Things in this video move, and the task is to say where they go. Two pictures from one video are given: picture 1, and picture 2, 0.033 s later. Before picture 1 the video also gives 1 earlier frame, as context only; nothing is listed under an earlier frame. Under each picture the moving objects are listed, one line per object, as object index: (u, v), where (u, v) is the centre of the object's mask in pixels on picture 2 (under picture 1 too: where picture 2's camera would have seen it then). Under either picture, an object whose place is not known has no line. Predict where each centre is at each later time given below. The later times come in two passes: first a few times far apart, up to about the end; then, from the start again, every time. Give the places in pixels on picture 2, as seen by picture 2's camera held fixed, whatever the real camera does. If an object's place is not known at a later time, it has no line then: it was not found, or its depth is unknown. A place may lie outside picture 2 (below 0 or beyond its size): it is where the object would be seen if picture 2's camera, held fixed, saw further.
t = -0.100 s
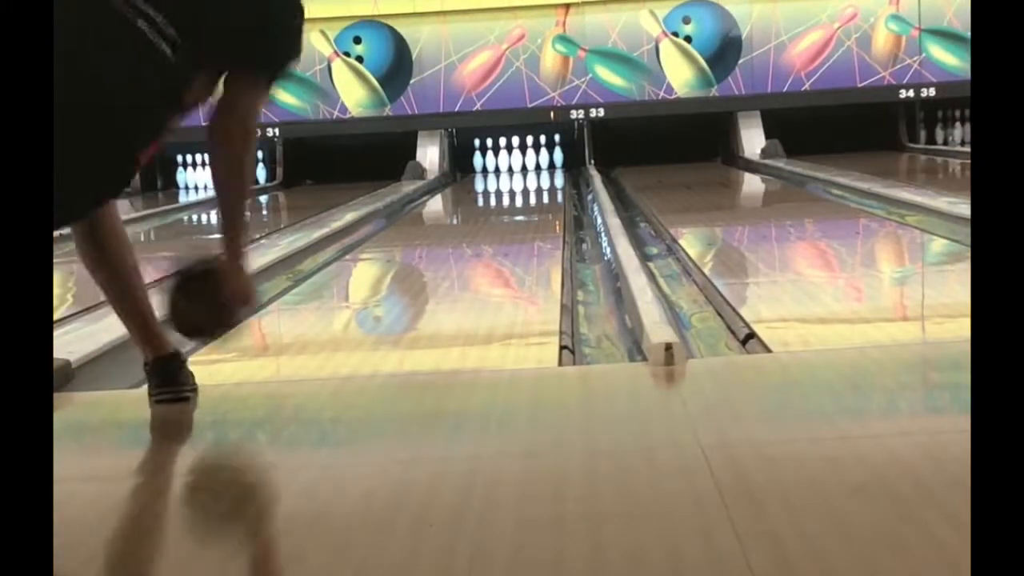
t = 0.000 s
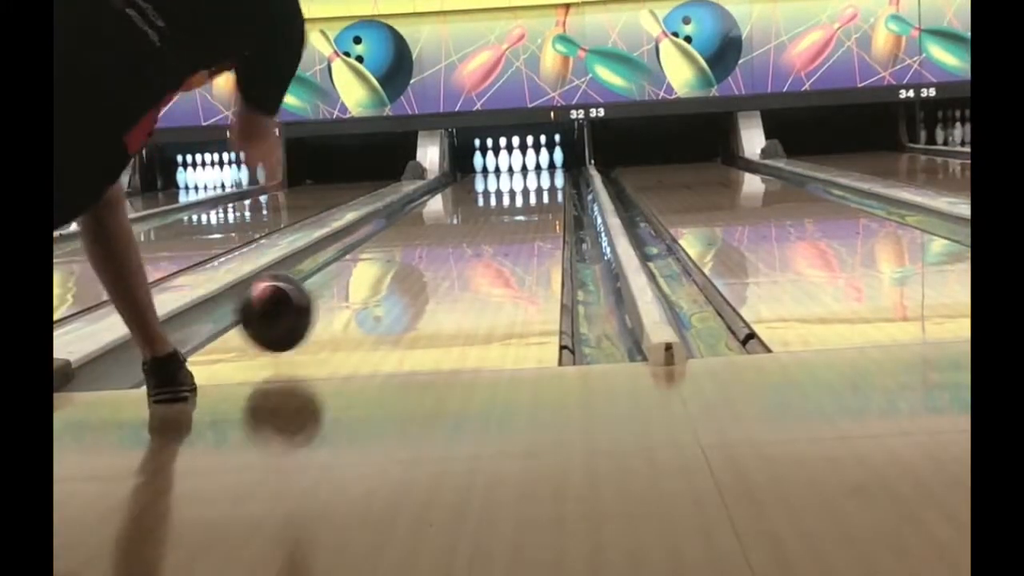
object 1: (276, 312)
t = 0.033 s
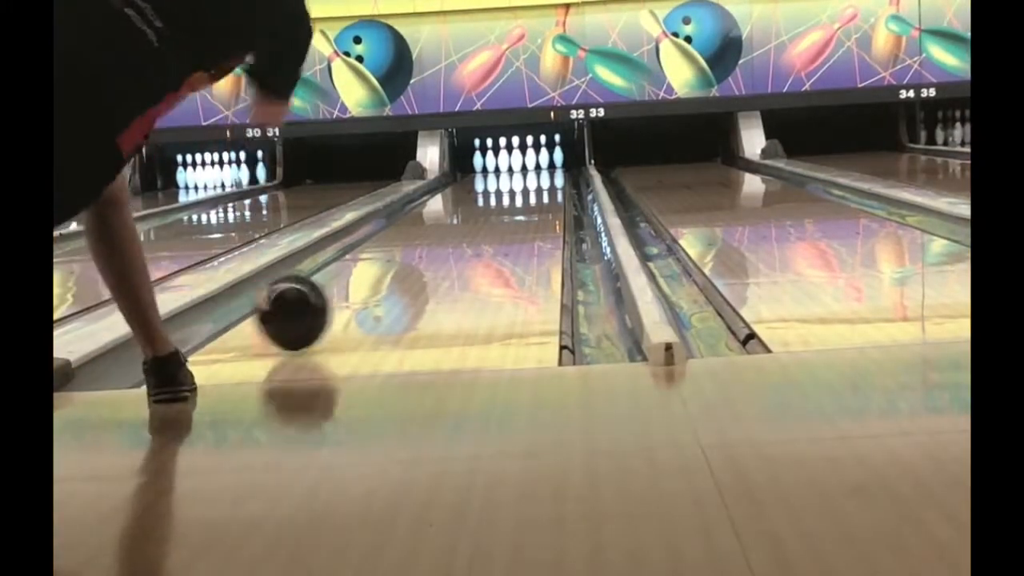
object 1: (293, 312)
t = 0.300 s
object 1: (392, 263)
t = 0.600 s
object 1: (451, 229)
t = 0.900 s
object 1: (491, 208)
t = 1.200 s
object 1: (517, 191)
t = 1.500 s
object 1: (533, 181)
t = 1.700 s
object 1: (540, 175)
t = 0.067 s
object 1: (309, 305)
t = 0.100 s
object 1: (321, 298)
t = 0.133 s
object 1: (341, 292)
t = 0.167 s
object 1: (345, 281)
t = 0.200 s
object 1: (359, 278)
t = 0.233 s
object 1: (370, 273)
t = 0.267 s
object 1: (379, 267)
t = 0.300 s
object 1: (392, 263)
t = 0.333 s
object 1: (398, 258)
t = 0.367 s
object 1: (408, 255)
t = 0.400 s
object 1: (413, 251)
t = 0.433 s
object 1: (419, 246)
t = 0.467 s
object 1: (428, 242)
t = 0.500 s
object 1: (433, 237)
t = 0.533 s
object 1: (441, 235)
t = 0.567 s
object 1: (446, 232)
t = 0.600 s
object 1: (451, 229)
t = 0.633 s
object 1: (456, 226)
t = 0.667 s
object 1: (462, 224)
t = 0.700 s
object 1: (468, 222)
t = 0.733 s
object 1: (472, 219)
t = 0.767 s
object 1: (475, 217)
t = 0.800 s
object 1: (480, 214)
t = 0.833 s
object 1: (484, 212)
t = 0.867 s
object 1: (487, 209)
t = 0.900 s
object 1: (491, 208)
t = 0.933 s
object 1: (494, 205)
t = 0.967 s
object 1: (497, 203)
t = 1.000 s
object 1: (500, 201)
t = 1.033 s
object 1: (503, 199)
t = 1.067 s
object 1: (506, 198)
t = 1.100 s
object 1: (509, 196)
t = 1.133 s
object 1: (511, 194)
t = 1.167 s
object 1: (513, 193)
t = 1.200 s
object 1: (517, 191)
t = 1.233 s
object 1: (519, 190)
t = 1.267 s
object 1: (522, 188)
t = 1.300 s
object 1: (523, 187)
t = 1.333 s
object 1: (525, 186)
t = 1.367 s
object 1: (526, 185)
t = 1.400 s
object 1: (528, 184)
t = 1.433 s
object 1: (530, 183)
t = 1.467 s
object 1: (531, 182)
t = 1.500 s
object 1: (533, 181)
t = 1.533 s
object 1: (535, 180)
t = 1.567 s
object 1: (536, 179)
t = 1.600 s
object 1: (537, 178)
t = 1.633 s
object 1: (538, 177)
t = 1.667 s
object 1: (539, 176)
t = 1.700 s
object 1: (540, 175)
